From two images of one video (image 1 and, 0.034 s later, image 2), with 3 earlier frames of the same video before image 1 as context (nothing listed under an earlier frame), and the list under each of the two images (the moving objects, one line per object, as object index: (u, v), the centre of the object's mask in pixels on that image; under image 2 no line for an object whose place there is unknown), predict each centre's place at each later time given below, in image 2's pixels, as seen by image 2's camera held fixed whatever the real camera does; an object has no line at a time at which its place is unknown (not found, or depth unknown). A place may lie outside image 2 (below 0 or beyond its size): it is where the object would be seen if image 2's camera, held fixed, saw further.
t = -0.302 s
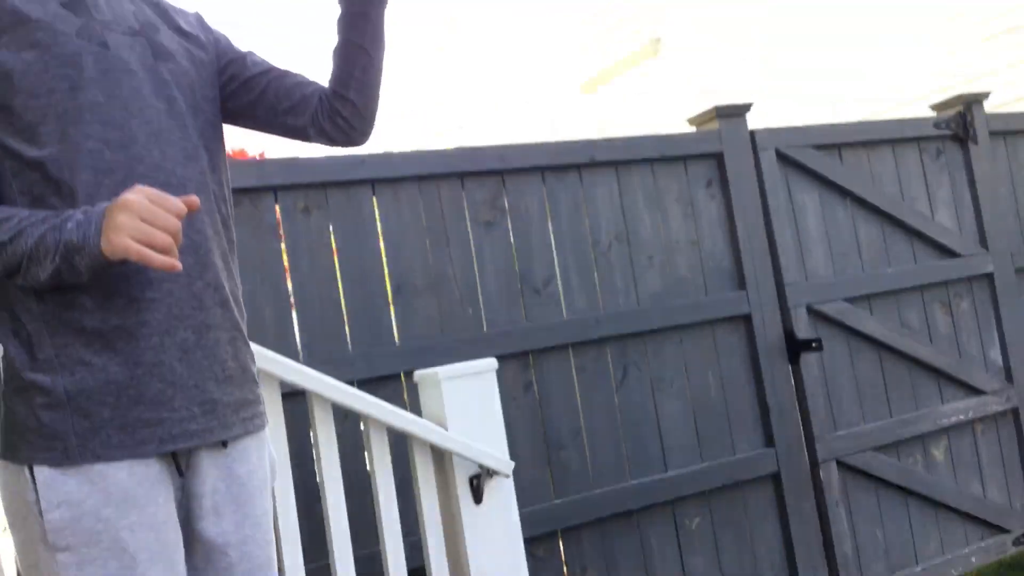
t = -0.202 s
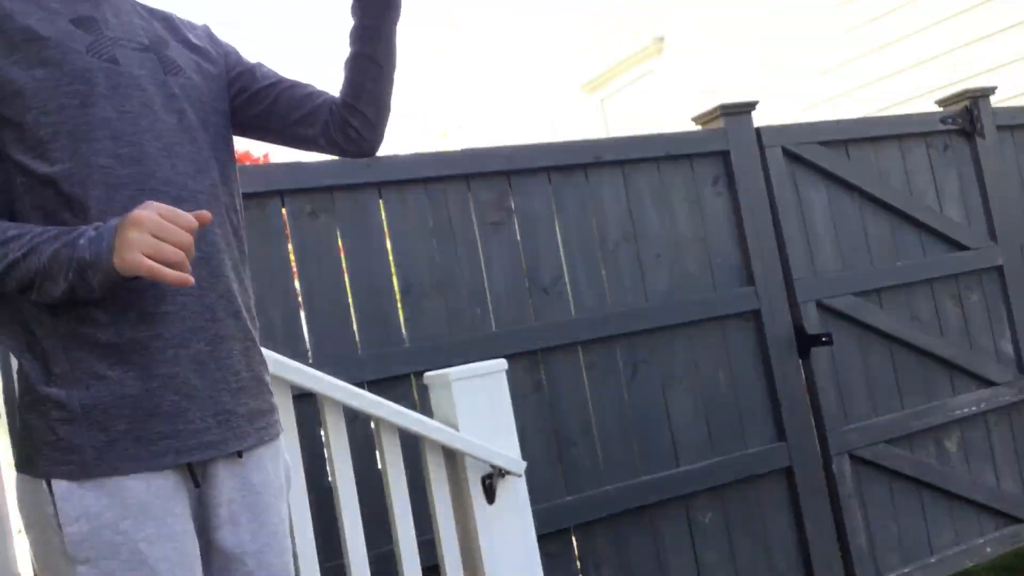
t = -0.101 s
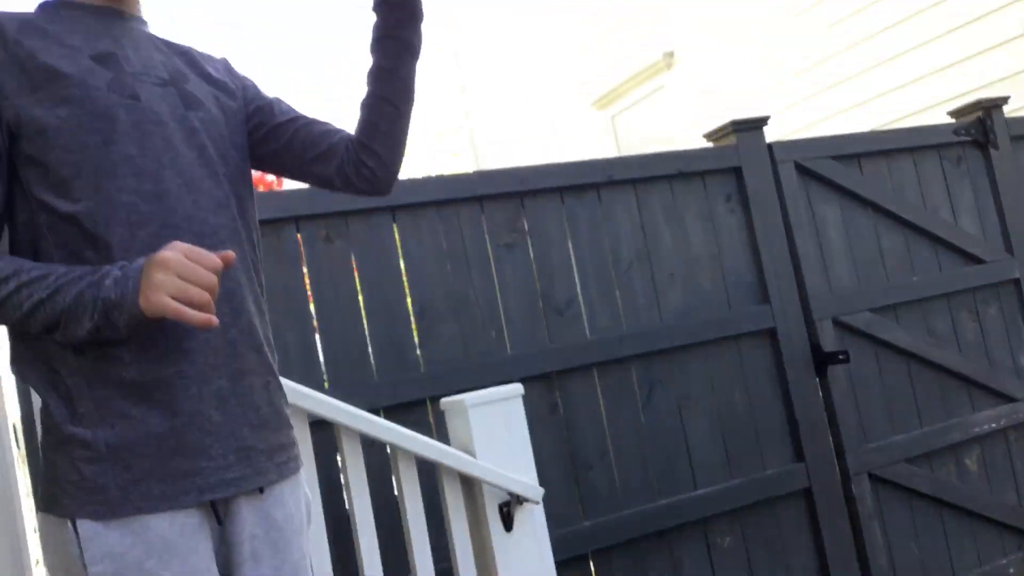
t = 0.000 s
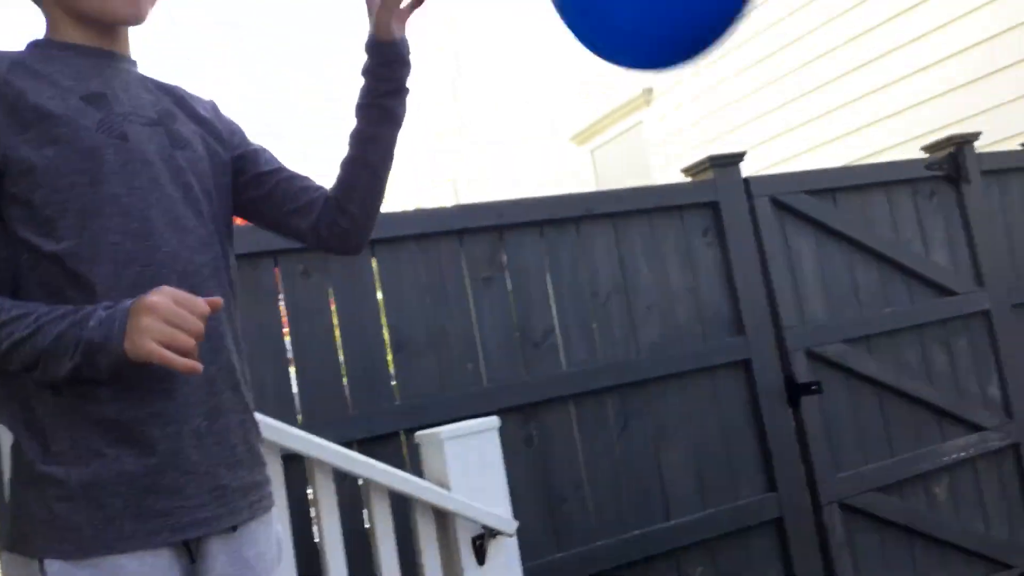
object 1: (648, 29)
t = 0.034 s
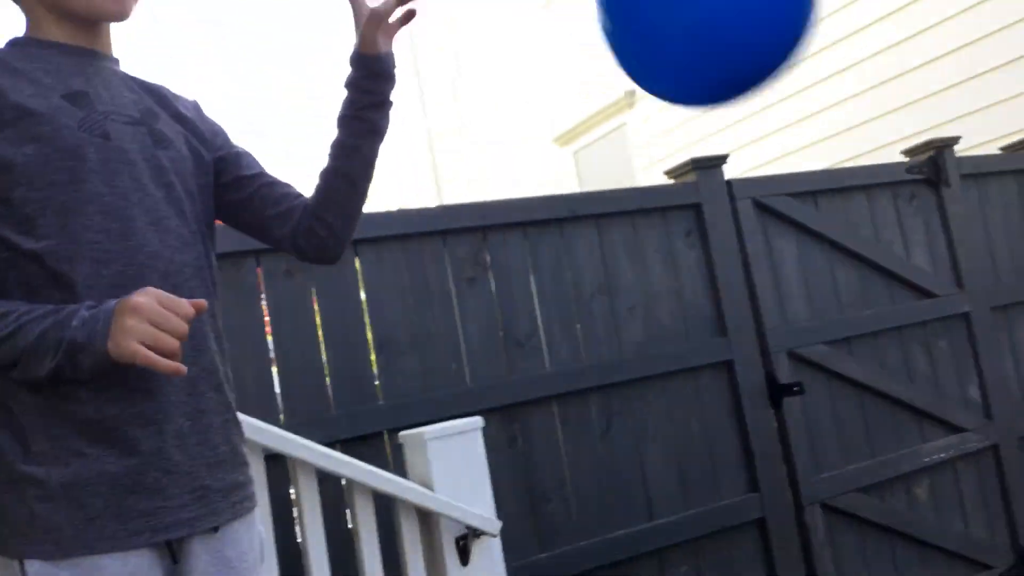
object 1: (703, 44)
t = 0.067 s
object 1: (772, 63)
